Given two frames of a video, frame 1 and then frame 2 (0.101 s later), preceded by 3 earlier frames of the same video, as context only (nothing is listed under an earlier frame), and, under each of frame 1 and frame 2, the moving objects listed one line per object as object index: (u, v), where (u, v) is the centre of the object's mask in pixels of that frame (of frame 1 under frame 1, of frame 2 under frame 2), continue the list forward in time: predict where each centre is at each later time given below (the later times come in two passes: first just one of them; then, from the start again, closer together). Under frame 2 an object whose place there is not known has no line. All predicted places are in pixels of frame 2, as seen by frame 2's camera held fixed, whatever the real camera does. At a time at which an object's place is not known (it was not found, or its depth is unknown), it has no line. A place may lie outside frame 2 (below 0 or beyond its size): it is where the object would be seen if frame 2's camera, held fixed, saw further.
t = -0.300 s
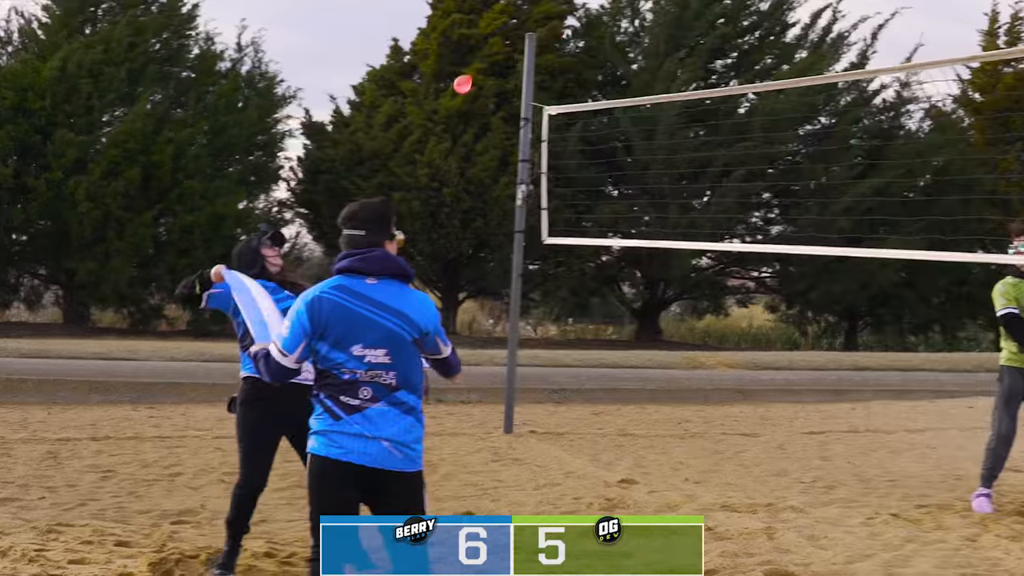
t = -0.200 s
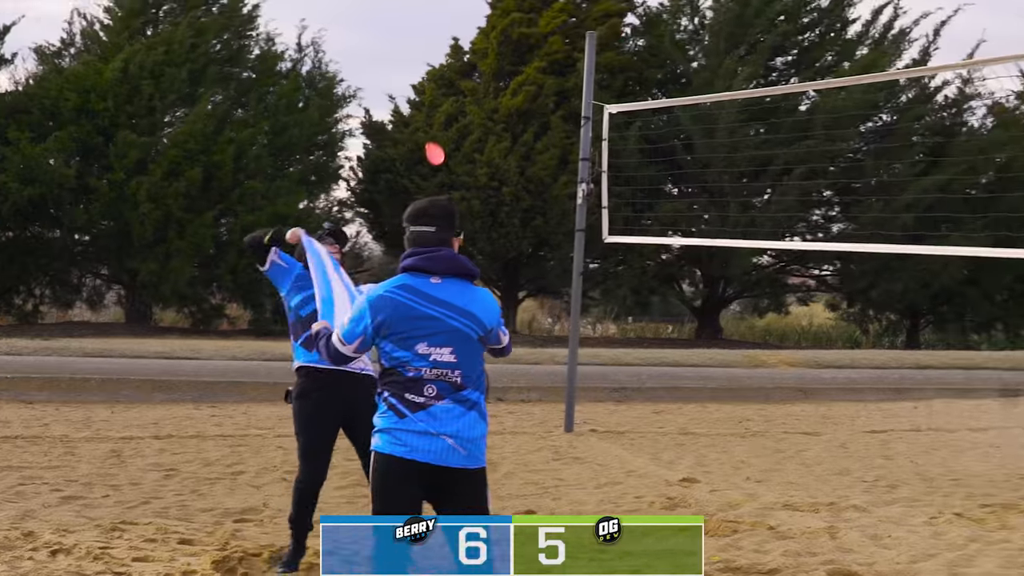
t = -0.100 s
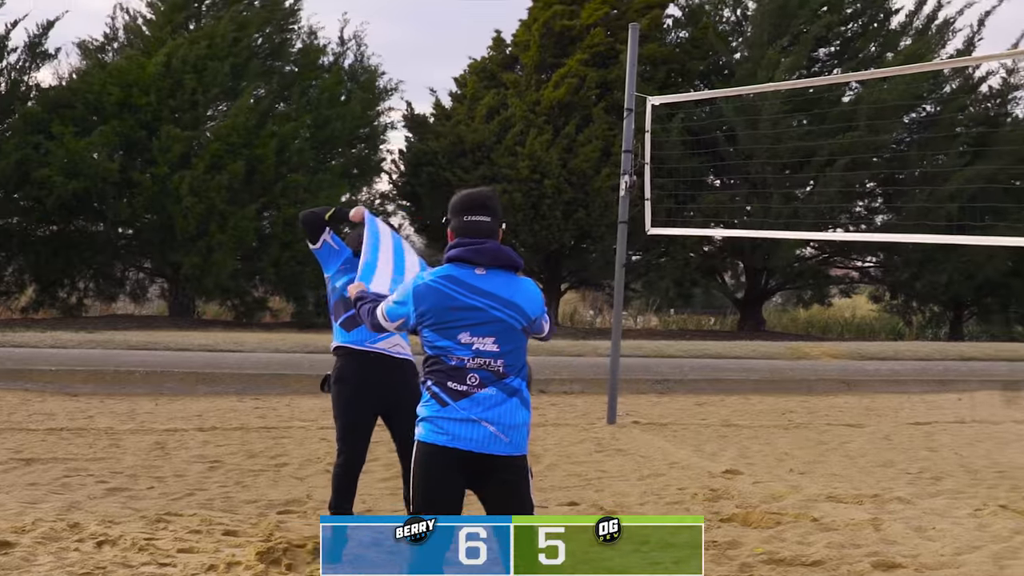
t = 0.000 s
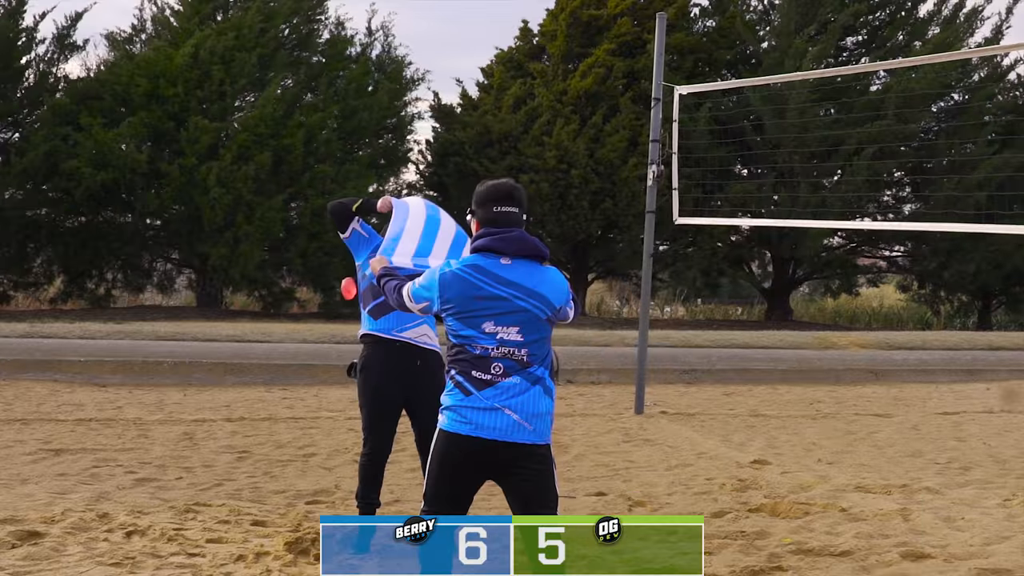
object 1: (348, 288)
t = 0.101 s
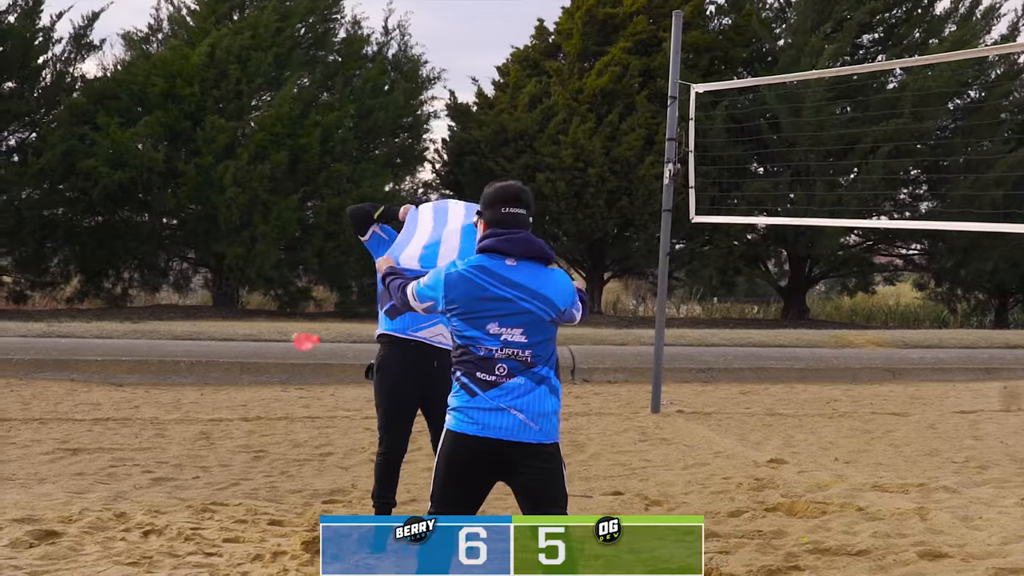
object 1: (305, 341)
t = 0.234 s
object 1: (216, 453)
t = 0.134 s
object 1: (284, 364)
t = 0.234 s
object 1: (216, 453)
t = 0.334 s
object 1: (147, 572)
